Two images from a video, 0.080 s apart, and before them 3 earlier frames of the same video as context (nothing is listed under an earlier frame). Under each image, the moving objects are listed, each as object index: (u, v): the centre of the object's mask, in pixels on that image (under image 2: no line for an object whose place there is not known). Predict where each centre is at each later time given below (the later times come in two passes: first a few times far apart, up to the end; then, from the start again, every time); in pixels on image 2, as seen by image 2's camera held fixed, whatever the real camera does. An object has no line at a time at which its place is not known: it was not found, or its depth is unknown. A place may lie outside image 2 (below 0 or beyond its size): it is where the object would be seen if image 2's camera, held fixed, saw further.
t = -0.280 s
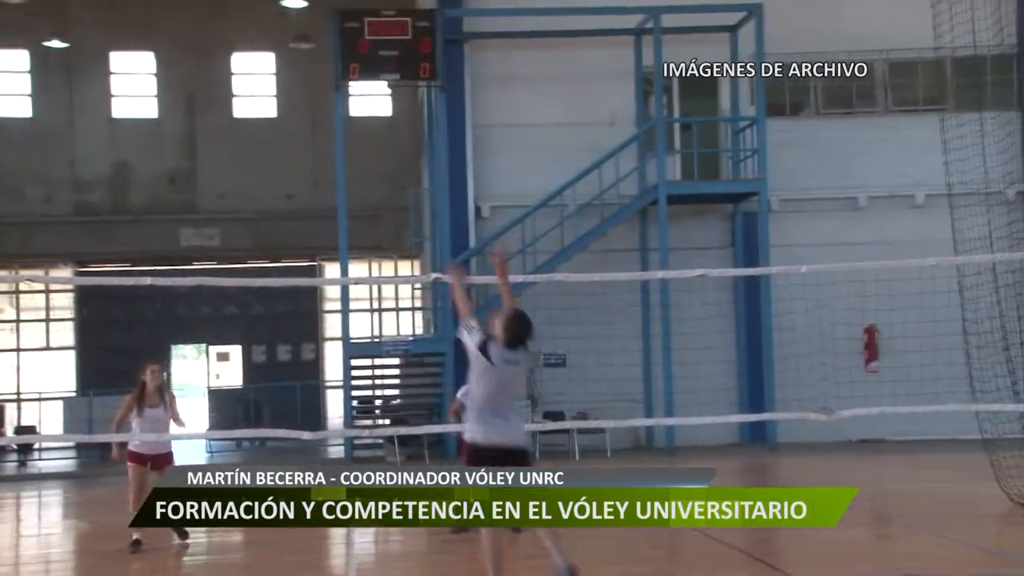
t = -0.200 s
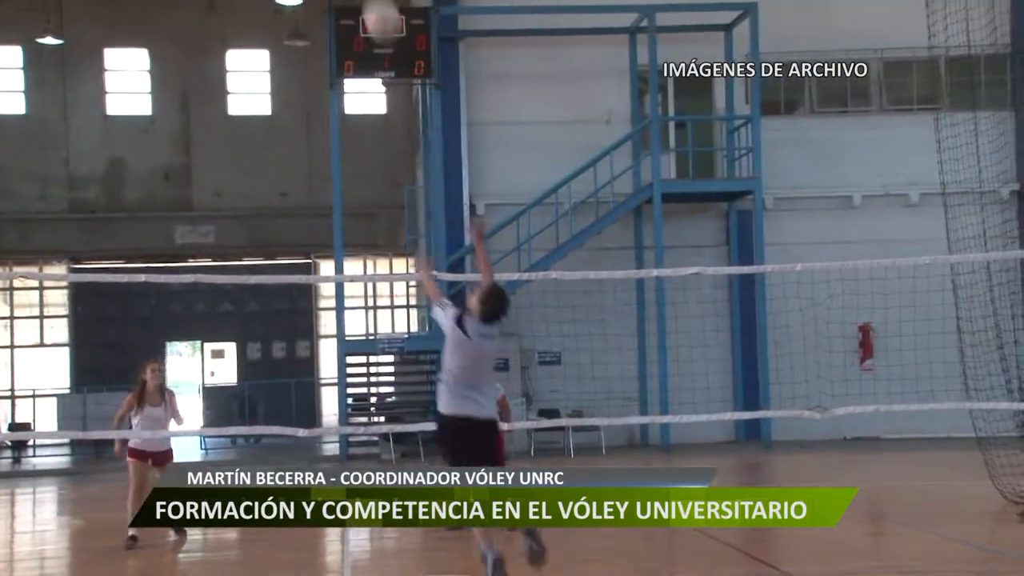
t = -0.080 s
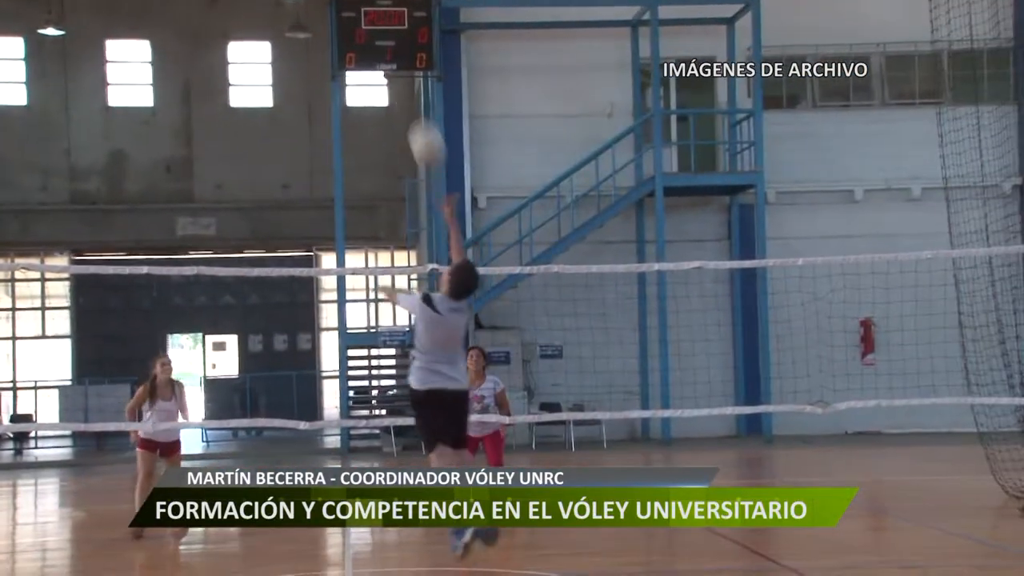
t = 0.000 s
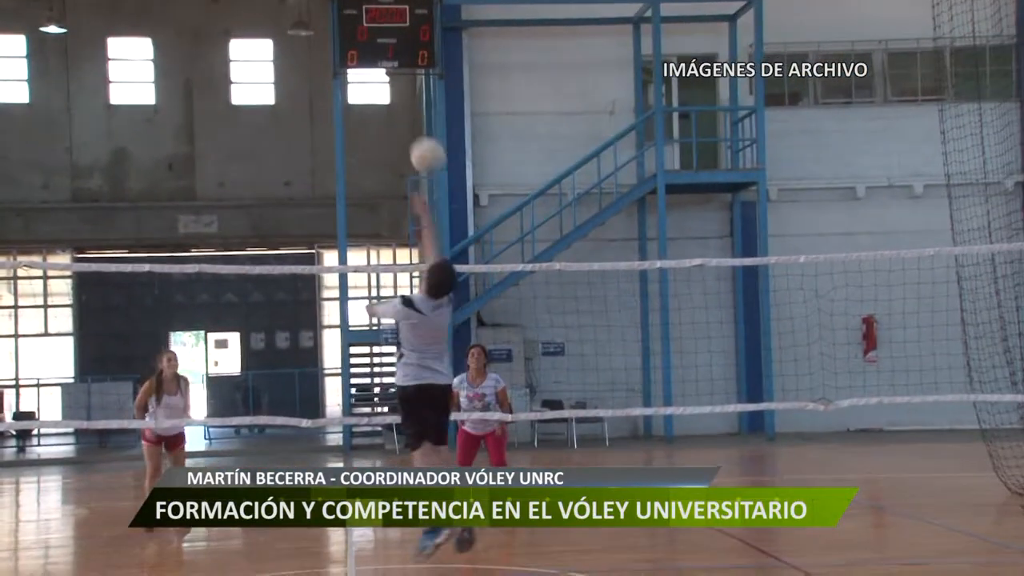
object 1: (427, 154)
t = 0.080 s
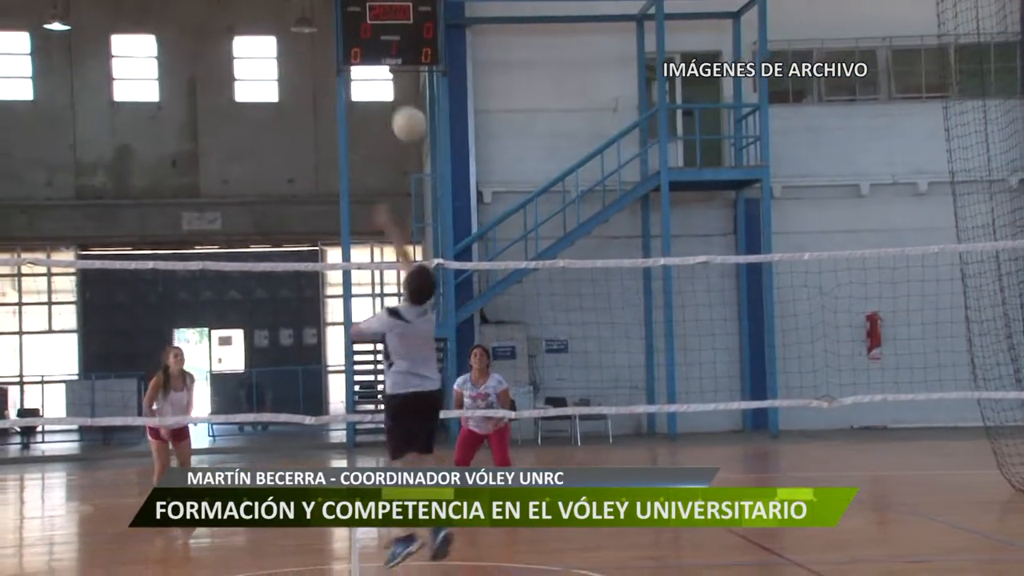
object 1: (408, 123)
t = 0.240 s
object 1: (366, 96)
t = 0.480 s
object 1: (309, 126)
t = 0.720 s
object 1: (258, 235)
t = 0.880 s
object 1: (245, 291)
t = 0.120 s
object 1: (399, 114)
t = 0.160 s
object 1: (388, 106)
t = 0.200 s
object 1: (377, 100)
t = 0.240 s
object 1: (366, 96)
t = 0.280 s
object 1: (356, 95)
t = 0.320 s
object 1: (346, 96)
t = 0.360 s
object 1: (337, 100)
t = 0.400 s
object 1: (328, 106)
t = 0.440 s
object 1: (319, 115)
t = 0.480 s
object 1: (309, 126)
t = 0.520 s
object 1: (300, 139)
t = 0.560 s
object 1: (291, 155)
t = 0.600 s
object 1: (282, 172)
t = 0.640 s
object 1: (274, 192)
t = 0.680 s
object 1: (266, 214)
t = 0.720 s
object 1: (258, 235)
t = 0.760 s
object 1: (254, 260)
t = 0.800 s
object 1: (251, 268)
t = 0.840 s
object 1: (249, 279)
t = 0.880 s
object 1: (245, 291)
